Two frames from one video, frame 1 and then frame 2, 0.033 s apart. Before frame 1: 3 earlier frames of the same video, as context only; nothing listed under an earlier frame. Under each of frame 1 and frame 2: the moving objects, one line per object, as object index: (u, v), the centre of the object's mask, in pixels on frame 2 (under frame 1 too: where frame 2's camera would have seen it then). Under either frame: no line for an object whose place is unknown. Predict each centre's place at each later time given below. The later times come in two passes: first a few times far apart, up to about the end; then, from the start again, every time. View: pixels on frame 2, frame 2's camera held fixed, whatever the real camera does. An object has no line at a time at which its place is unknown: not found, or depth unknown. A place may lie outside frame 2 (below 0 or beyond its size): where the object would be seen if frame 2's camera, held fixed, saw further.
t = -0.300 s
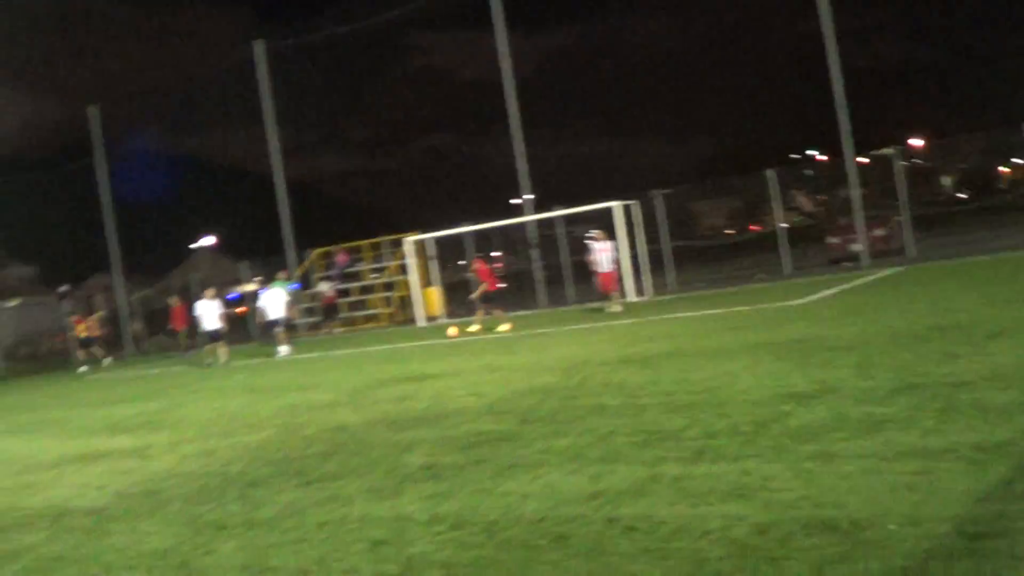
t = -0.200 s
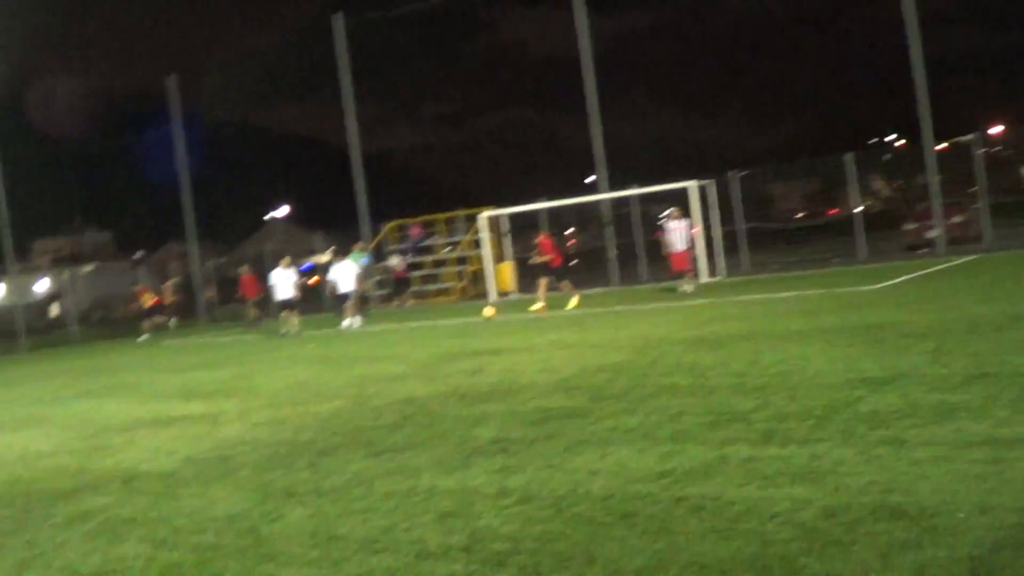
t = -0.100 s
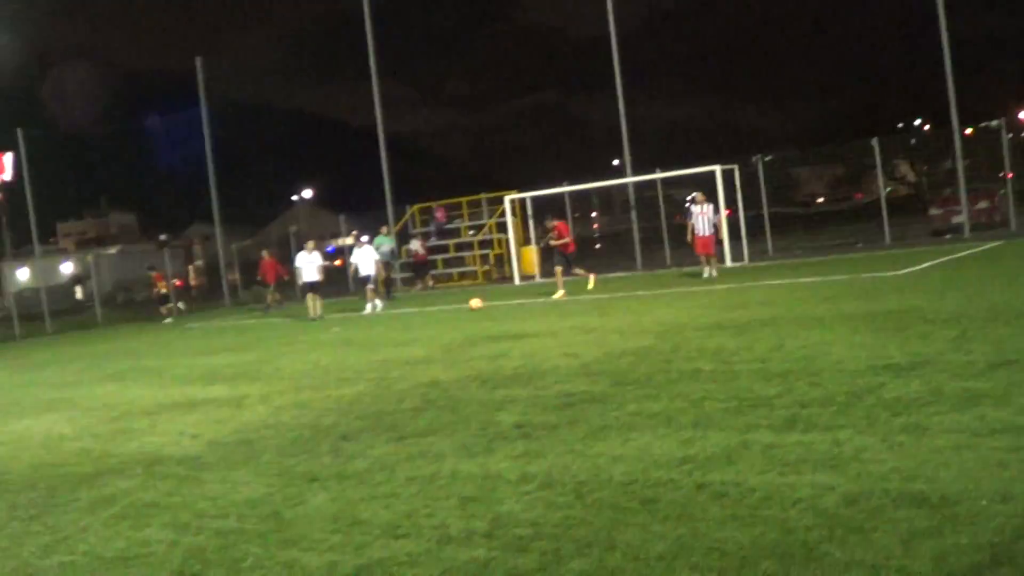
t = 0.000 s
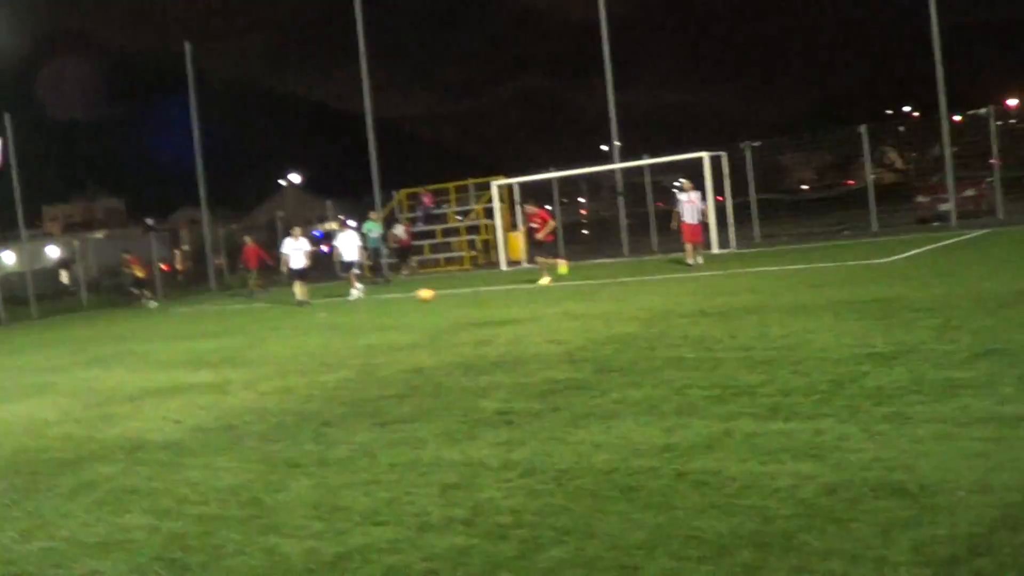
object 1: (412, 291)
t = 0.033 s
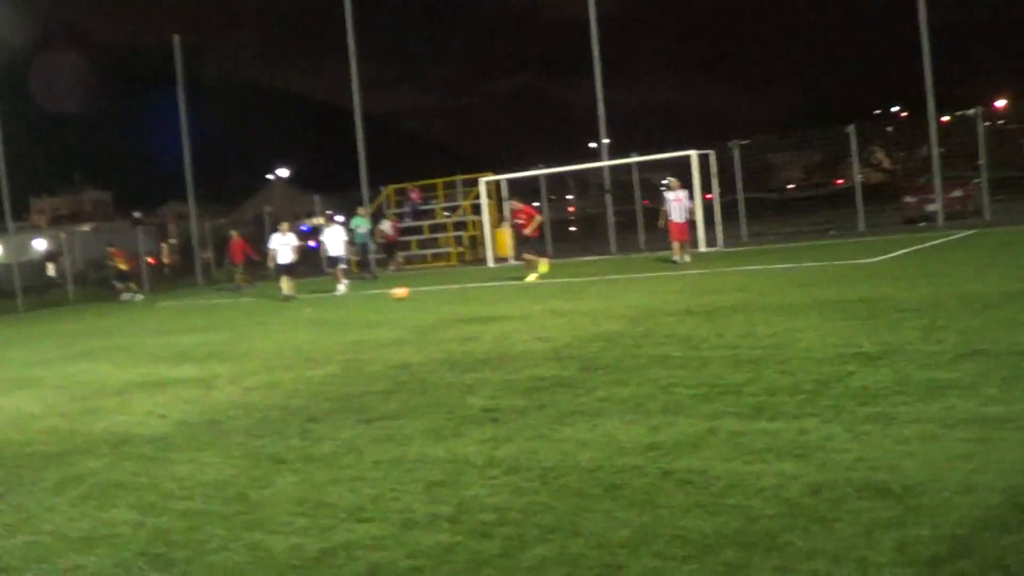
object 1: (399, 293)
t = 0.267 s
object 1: (311, 307)
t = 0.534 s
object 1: (217, 322)
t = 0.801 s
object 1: (129, 337)
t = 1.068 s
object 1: (47, 349)
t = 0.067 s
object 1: (385, 295)
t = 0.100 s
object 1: (373, 298)
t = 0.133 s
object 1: (361, 299)
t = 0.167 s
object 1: (349, 302)
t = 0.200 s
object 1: (336, 304)
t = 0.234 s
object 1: (324, 306)
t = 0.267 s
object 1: (311, 307)
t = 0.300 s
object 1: (299, 309)
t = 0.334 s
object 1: (287, 312)
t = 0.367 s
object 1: (275, 313)
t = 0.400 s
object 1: (263, 315)
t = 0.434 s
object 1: (252, 317)
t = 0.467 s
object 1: (240, 320)
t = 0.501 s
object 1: (228, 320)
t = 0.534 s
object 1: (217, 322)
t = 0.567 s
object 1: (206, 324)
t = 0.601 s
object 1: (195, 327)
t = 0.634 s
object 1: (183, 329)
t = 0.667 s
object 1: (173, 331)
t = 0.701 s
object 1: (162, 333)
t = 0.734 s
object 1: (150, 334)
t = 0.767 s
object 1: (140, 336)
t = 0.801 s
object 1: (129, 337)
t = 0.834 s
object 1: (119, 338)
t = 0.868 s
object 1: (109, 340)
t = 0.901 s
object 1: (100, 341)
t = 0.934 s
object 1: (89, 344)
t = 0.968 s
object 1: (78, 344)
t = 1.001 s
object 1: (68, 345)
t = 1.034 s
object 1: (57, 347)
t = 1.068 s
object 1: (47, 349)
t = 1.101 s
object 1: (36, 351)
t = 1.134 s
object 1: (26, 353)
